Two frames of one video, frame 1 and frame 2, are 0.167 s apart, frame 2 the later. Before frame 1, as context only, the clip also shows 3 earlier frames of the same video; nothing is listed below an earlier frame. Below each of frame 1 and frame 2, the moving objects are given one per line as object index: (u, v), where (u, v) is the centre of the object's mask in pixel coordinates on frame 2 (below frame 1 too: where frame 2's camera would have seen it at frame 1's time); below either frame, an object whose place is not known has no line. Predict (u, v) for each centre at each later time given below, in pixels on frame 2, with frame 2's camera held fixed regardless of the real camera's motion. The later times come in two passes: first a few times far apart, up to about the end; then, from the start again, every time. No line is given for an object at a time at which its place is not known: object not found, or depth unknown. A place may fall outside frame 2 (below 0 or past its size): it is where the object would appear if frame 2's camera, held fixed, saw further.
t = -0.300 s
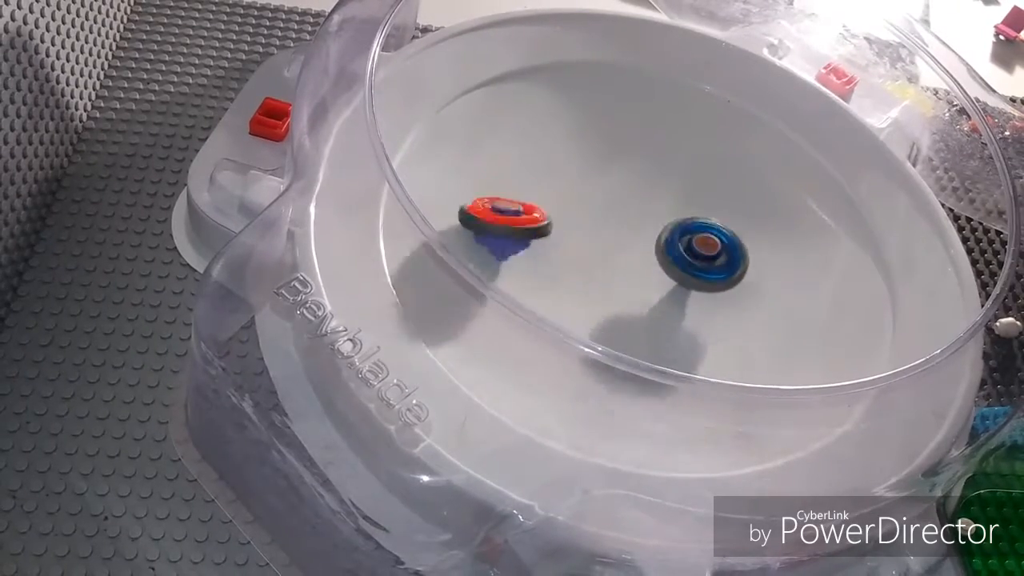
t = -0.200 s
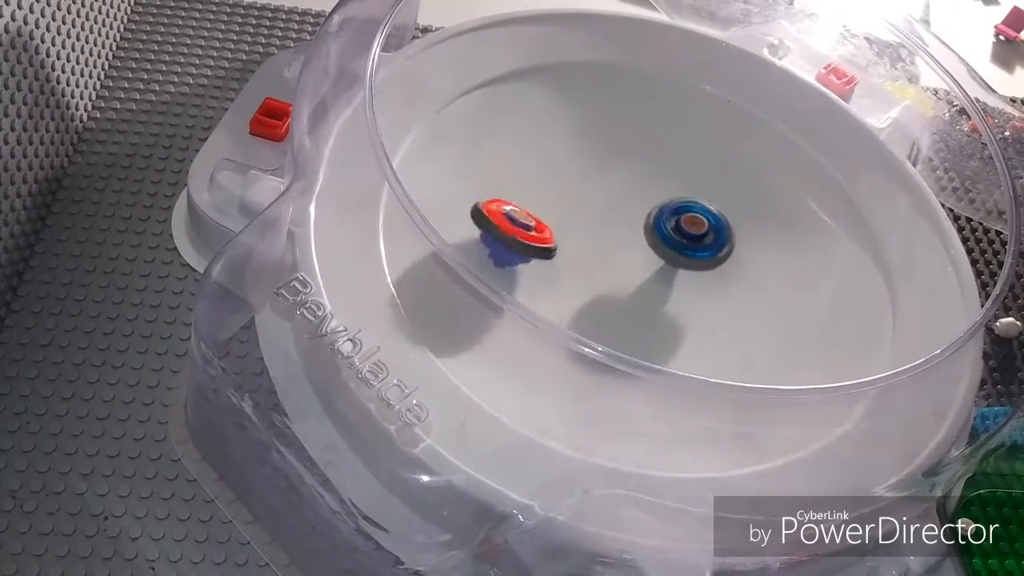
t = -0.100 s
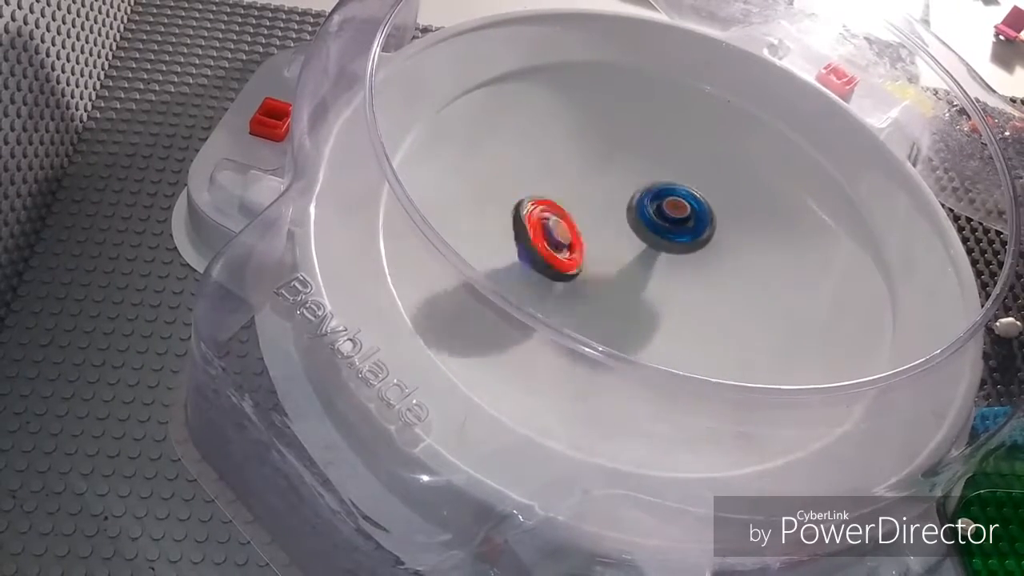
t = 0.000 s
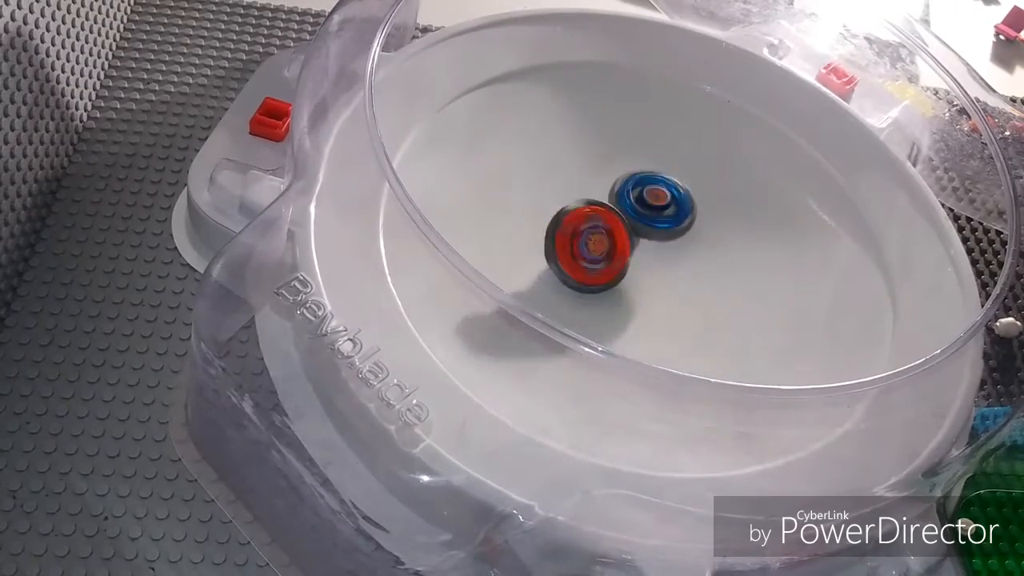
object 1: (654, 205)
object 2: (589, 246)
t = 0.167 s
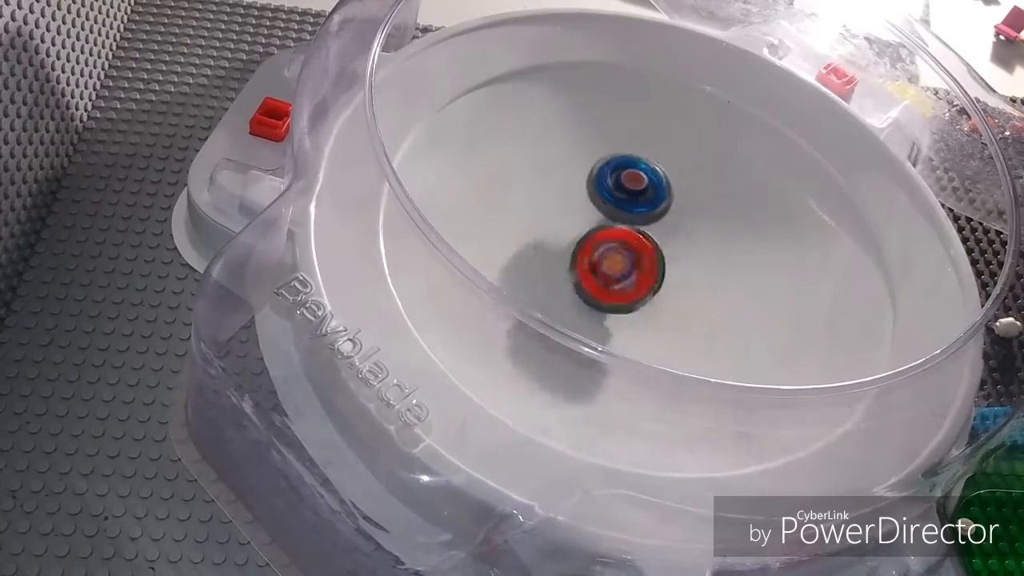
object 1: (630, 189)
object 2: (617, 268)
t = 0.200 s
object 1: (624, 188)
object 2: (621, 275)
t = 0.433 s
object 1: (593, 197)
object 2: (642, 270)
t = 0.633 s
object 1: (563, 187)
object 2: (684, 308)
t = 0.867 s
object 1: (565, 212)
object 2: (686, 282)
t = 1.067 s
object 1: (598, 232)
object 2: (684, 248)
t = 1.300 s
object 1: (627, 234)
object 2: (705, 216)
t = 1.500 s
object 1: (634, 239)
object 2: (676, 190)
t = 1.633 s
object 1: (642, 244)
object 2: (653, 181)
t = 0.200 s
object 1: (624, 188)
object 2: (621, 275)
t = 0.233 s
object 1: (618, 188)
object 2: (626, 275)
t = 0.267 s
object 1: (612, 188)
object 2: (632, 274)
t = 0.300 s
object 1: (608, 189)
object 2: (638, 275)
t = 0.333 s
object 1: (603, 190)
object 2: (640, 277)
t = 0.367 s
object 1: (599, 192)
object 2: (639, 277)
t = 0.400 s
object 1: (596, 195)
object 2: (639, 276)
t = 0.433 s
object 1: (593, 197)
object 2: (642, 270)
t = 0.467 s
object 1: (590, 198)
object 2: (645, 271)
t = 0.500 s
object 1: (580, 187)
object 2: (657, 289)
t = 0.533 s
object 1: (574, 183)
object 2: (671, 297)
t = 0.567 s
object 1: (570, 183)
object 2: (679, 304)
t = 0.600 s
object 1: (566, 185)
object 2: (683, 308)
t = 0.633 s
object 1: (563, 187)
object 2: (684, 308)
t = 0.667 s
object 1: (560, 190)
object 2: (685, 305)
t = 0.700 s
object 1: (559, 193)
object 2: (686, 304)
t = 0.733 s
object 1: (558, 196)
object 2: (685, 304)
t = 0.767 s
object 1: (558, 200)
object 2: (683, 301)
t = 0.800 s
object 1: (560, 204)
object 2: (684, 294)
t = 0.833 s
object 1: (562, 208)
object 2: (685, 288)
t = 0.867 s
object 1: (565, 212)
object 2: (686, 282)
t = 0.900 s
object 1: (569, 216)
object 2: (683, 278)
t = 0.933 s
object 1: (574, 220)
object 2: (683, 273)
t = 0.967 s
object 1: (580, 224)
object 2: (683, 266)
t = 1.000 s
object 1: (586, 227)
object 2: (682, 259)
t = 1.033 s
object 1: (593, 231)
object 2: (680, 253)
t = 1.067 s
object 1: (598, 232)
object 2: (684, 248)
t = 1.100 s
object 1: (606, 233)
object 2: (689, 247)
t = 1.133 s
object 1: (608, 233)
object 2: (698, 247)
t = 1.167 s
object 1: (612, 233)
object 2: (707, 243)
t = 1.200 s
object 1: (617, 233)
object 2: (712, 238)
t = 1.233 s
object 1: (623, 234)
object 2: (711, 231)
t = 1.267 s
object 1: (629, 233)
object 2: (706, 223)
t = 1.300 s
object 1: (627, 234)
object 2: (705, 216)
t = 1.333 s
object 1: (624, 235)
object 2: (709, 207)
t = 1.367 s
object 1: (626, 235)
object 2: (707, 201)
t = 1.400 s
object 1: (628, 236)
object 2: (702, 197)
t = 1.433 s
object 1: (630, 237)
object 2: (693, 195)
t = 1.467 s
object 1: (632, 238)
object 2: (685, 192)
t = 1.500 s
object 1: (634, 239)
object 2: (676, 190)
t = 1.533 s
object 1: (637, 240)
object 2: (668, 187)
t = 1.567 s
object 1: (638, 241)
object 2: (660, 184)
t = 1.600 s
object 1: (640, 244)
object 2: (657, 183)
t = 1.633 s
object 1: (642, 244)
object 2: (653, 181)
